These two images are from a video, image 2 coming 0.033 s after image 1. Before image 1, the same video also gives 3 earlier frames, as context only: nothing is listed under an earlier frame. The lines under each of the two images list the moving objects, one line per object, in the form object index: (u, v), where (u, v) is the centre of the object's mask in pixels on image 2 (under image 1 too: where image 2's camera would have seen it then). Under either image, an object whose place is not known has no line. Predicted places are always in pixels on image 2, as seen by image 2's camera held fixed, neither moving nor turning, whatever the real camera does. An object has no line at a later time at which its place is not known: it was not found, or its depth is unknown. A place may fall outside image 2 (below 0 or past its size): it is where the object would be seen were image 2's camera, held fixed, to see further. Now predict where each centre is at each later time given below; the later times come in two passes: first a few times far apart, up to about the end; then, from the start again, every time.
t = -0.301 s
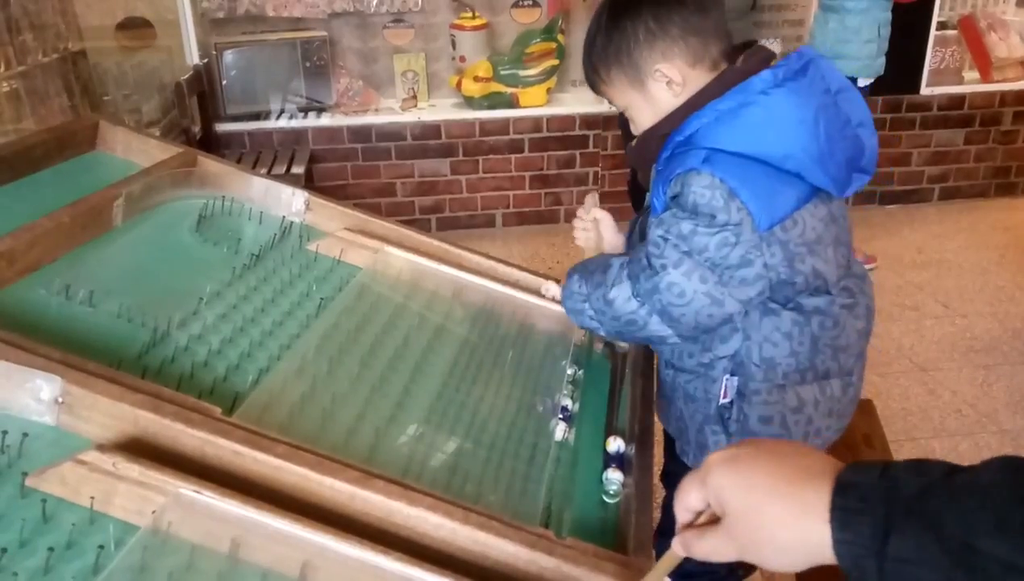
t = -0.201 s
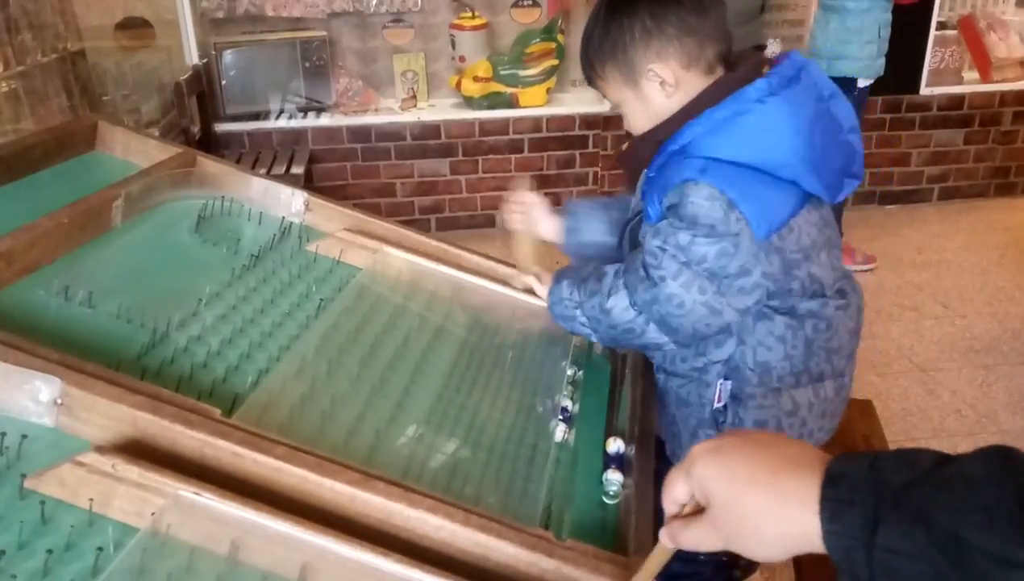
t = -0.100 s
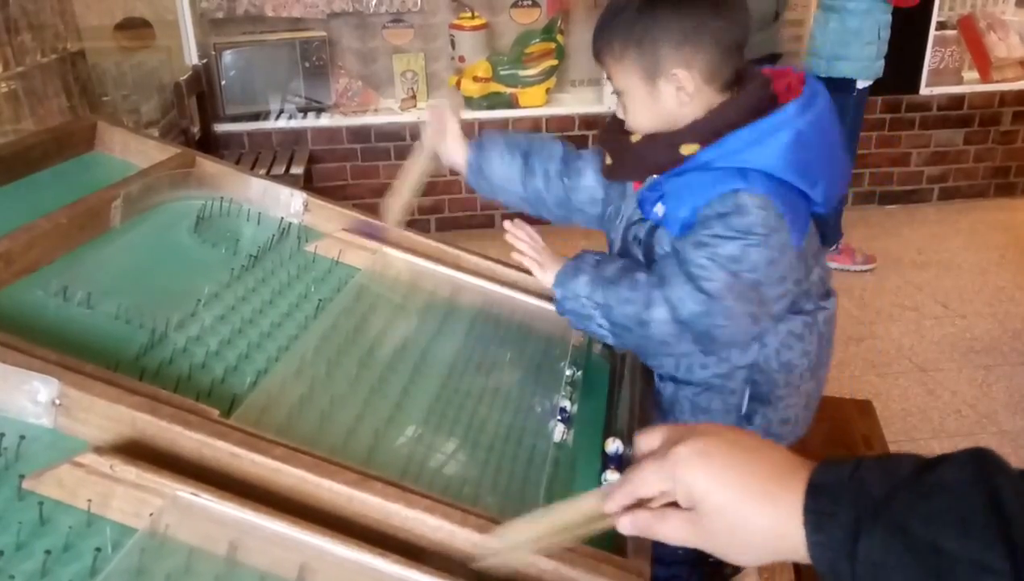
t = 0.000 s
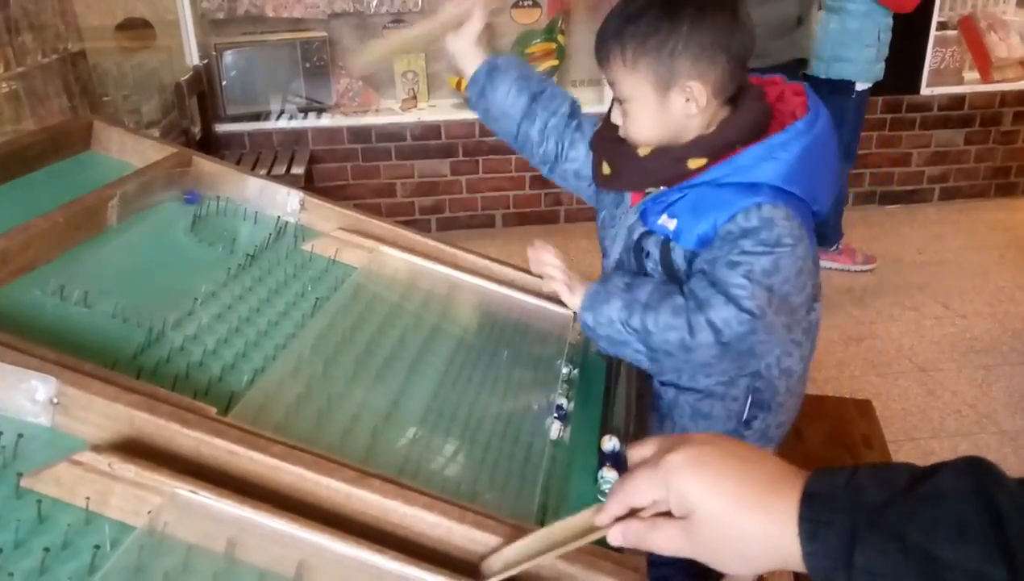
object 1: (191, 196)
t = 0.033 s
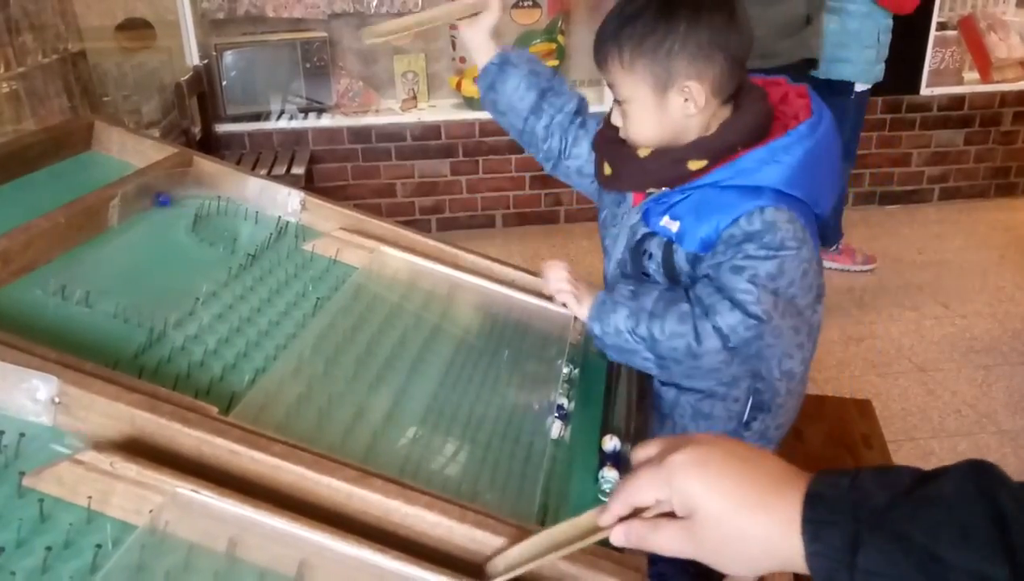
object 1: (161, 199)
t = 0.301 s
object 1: (83, 263)
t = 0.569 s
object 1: (179, 283)
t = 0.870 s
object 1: (179, 274)
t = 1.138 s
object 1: (204, 284)
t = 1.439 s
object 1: (221, 303)
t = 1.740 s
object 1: (232, 306)
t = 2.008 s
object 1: (241, 307)
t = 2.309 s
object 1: (269, 311)
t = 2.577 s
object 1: (292, 312)
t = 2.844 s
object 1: (312, 316)
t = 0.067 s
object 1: (141, 212)
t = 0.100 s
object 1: (126, 222)
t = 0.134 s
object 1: (113, 235)
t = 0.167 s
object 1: (101, 249)
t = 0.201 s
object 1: (89, 263)
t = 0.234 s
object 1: (82, 279)
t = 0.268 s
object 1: (79, 280)
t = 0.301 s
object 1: (83, 263)
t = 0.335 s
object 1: (88, 254)
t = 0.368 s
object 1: (96, 255)
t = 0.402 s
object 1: (106, 264)
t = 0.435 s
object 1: (116, 266)
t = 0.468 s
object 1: (130, 265)
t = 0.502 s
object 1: (145, 273)
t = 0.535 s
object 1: (161, 276)
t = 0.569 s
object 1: (179, 283)
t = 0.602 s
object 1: (196, 289)
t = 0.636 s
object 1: (207, 284)
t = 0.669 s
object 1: (194, 279)
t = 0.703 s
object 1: (184, 276)
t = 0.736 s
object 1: (177, 274)
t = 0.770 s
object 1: (175, 273)
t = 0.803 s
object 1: (175, 273)
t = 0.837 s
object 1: (176, 273)
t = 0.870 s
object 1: (179, 274)
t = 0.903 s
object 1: (183, 276)
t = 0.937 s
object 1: (190, 278)
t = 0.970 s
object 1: (198, 282)
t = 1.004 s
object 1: (206, 283)
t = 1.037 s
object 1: (202, 280)
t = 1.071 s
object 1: (200, 281)
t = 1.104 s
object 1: (200, 283)
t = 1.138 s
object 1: (204, 284)
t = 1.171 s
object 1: (205, 286)
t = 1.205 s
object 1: (204, 288)
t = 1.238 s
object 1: (205, 290)
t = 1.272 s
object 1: (208, 290)
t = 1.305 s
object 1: (211, 291)
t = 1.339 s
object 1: (213, 294)
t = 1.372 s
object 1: (217, 296)
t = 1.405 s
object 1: (222, 300)
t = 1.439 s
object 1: (221, 303)
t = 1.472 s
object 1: (220, 302)
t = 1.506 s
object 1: (217, 301)
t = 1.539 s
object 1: (217, 301)
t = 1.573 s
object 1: (220, 302)
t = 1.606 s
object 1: (225, 304)
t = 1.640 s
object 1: (232, 306)
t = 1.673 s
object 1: (240, 309)
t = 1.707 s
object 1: (236, 307)
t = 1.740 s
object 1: (232, 306)
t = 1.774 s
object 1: (232, 305)
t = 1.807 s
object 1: (233, 306)
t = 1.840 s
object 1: (236, 307)
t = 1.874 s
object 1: (240, 309)
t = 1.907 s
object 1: (238, 308)
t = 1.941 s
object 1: (238, 307)
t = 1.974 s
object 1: (240, 308)
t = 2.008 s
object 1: (241, 307)
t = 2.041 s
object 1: (241, 307)
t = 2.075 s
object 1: (243, 307)
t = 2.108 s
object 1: (248, 307)
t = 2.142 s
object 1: (252, 307)
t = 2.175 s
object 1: (256, 308)
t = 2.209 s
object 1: (261, 310)
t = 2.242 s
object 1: (267, 312)
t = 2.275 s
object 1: (271, 311)
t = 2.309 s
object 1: (269, 311)
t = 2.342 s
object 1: (270, 311)
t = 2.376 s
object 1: (274, 312)
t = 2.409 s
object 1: (276, 311)
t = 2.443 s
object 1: (283, 311)
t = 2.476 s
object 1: (289, 313)
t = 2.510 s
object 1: (295, 315)
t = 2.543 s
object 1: (292, 313)
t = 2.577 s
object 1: (292, 312)
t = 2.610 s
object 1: (293, 312)
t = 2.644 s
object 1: (296, 314)
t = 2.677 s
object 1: (298, 313)
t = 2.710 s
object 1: (300, 312)
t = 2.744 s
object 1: (305, 312)
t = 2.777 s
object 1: (308, 313)
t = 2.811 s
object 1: (309, 314)
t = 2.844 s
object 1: (312, 316)
